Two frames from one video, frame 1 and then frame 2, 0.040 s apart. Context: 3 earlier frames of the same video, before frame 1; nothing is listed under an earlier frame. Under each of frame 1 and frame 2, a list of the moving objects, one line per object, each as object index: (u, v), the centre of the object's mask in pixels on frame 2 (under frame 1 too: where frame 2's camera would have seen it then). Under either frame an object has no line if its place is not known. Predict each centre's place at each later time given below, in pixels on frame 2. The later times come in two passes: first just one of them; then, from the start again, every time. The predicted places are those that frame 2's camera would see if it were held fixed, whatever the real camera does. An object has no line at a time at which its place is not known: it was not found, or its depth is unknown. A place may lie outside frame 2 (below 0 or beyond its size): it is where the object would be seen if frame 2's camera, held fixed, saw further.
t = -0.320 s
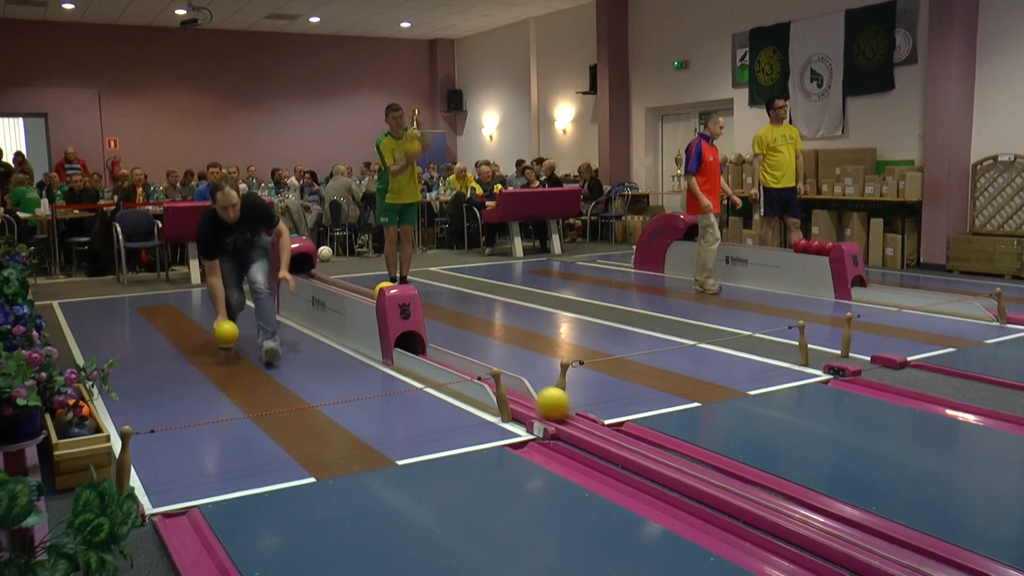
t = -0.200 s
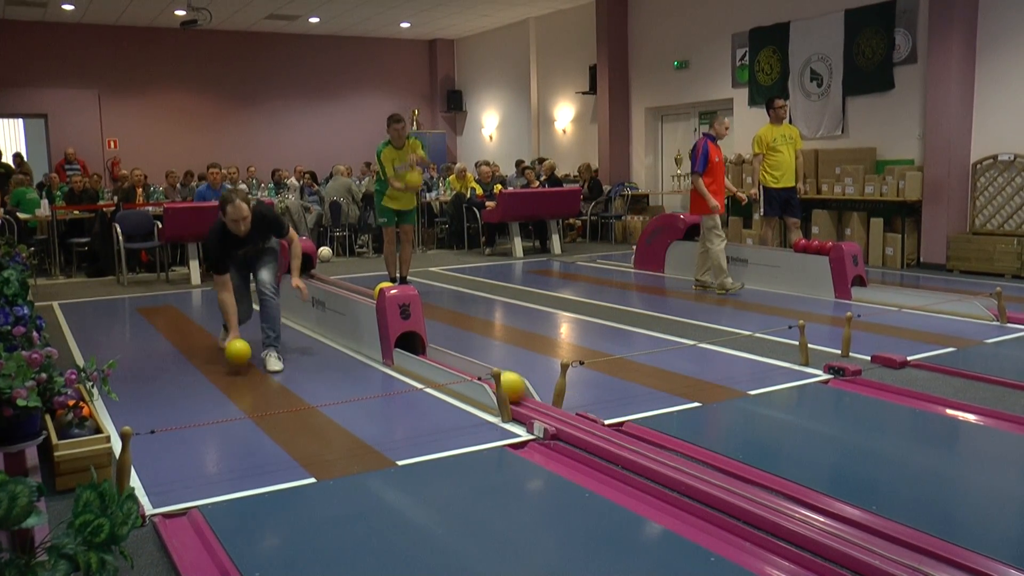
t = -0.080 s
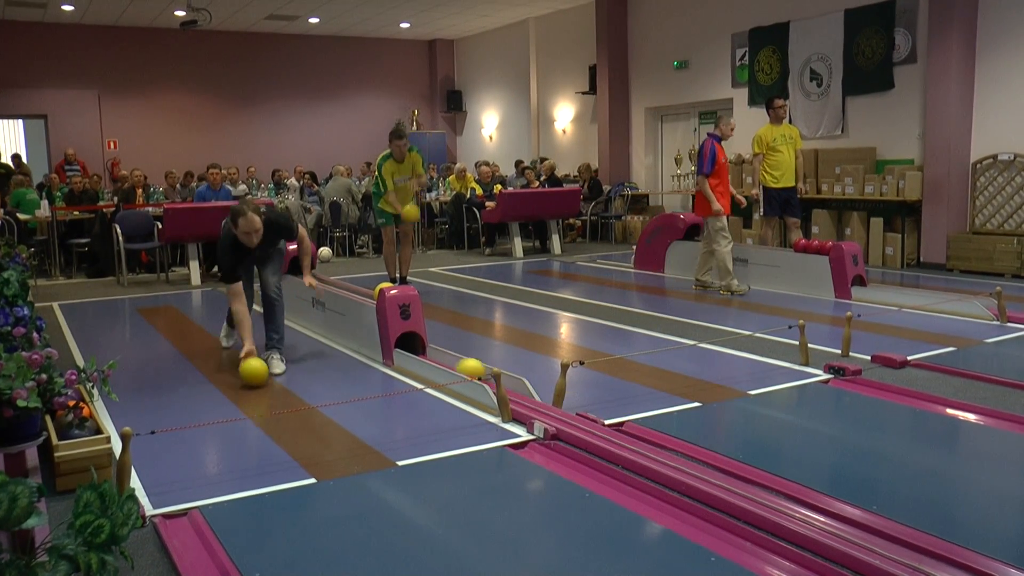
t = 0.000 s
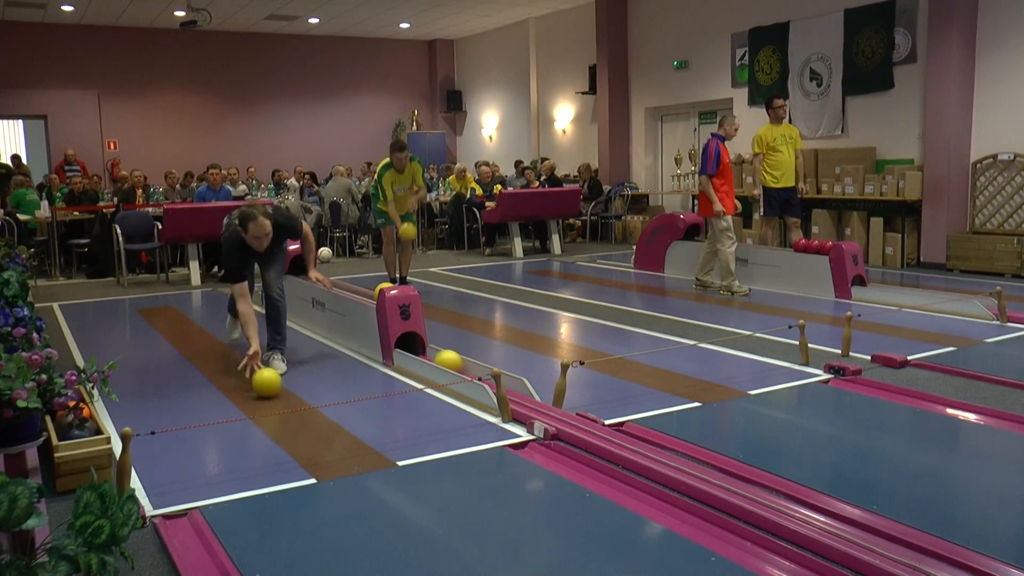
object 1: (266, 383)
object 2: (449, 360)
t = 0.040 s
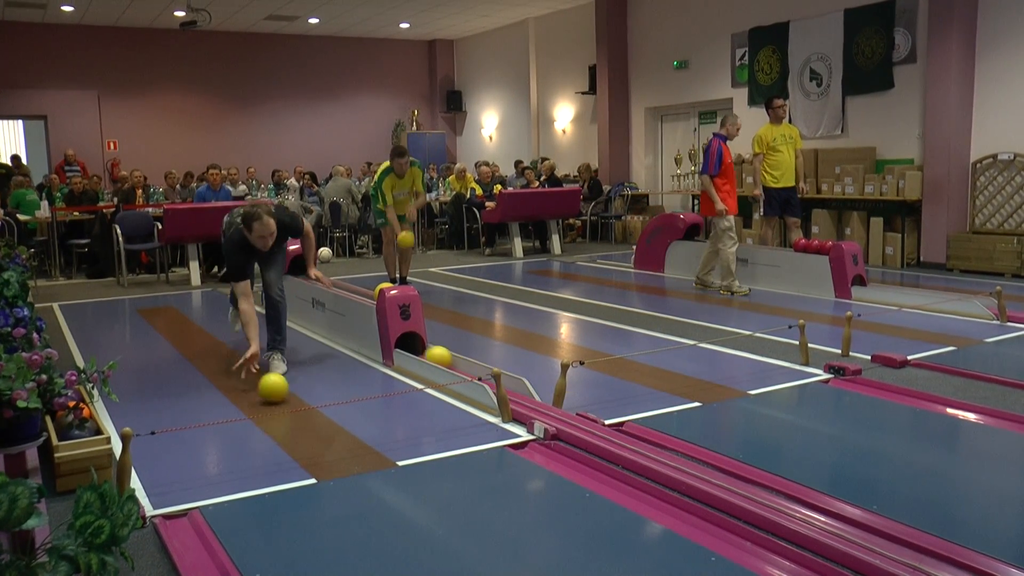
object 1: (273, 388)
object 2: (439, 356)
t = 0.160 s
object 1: (294, 403)
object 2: (411, 345)
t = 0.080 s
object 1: (280, 393)
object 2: (428, 352)
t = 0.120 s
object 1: (287, 397)
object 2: (418, 348)
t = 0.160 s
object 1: (294, 403)
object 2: (411, 345)
